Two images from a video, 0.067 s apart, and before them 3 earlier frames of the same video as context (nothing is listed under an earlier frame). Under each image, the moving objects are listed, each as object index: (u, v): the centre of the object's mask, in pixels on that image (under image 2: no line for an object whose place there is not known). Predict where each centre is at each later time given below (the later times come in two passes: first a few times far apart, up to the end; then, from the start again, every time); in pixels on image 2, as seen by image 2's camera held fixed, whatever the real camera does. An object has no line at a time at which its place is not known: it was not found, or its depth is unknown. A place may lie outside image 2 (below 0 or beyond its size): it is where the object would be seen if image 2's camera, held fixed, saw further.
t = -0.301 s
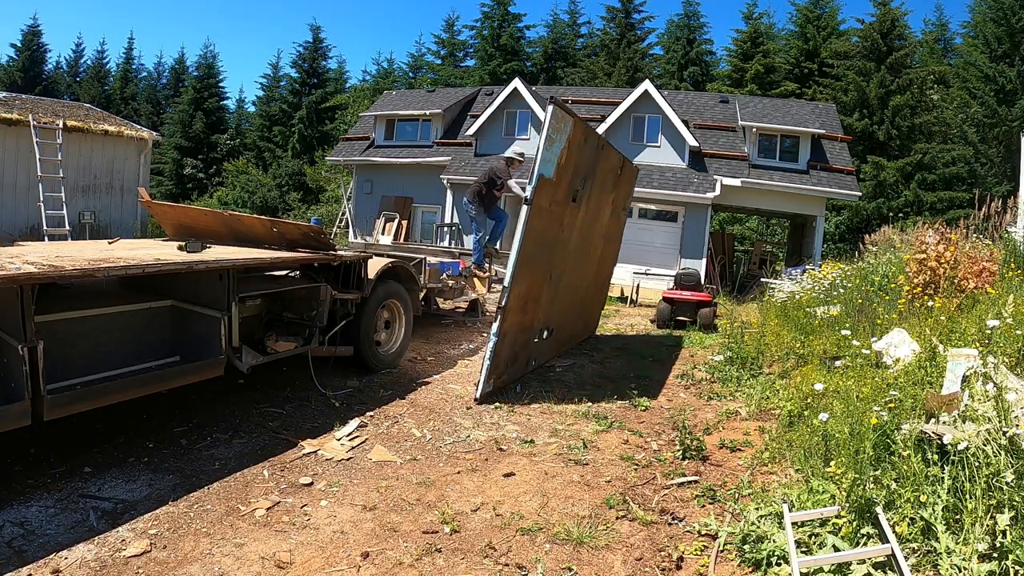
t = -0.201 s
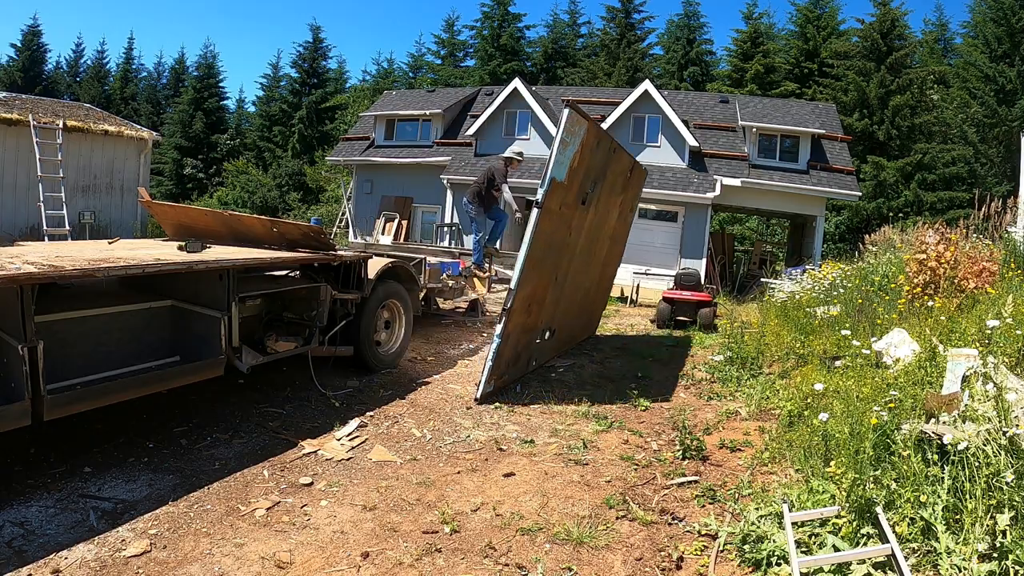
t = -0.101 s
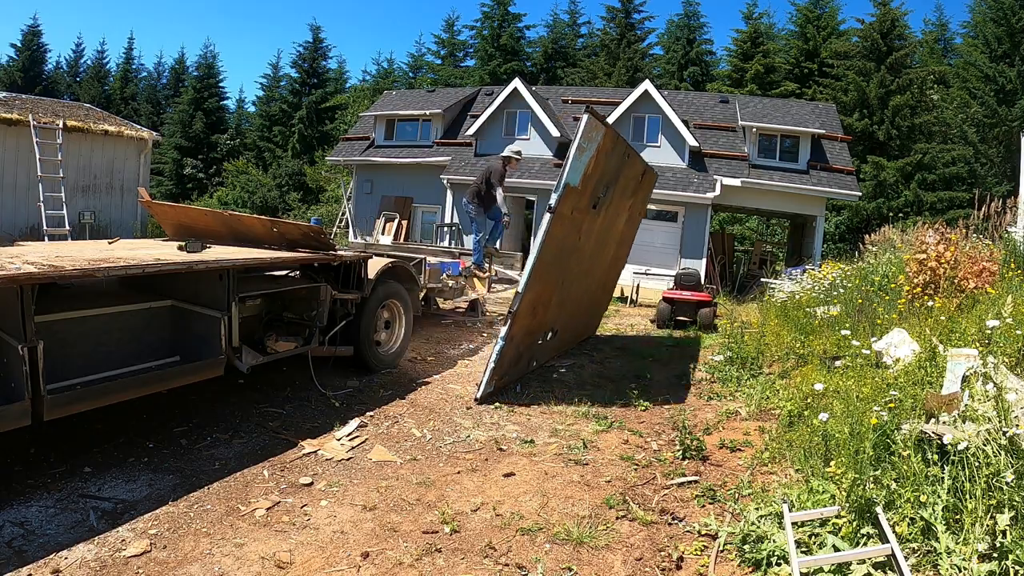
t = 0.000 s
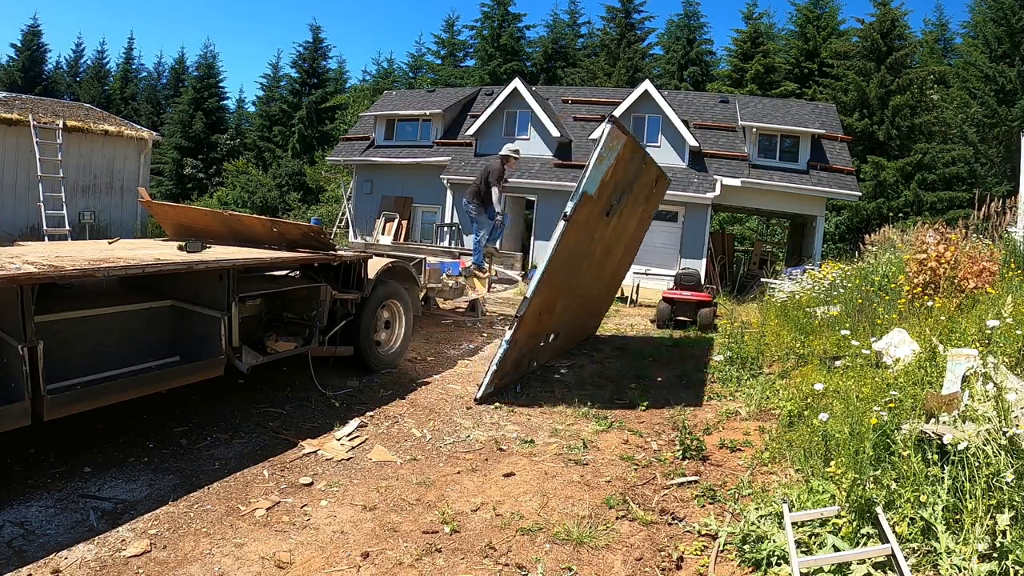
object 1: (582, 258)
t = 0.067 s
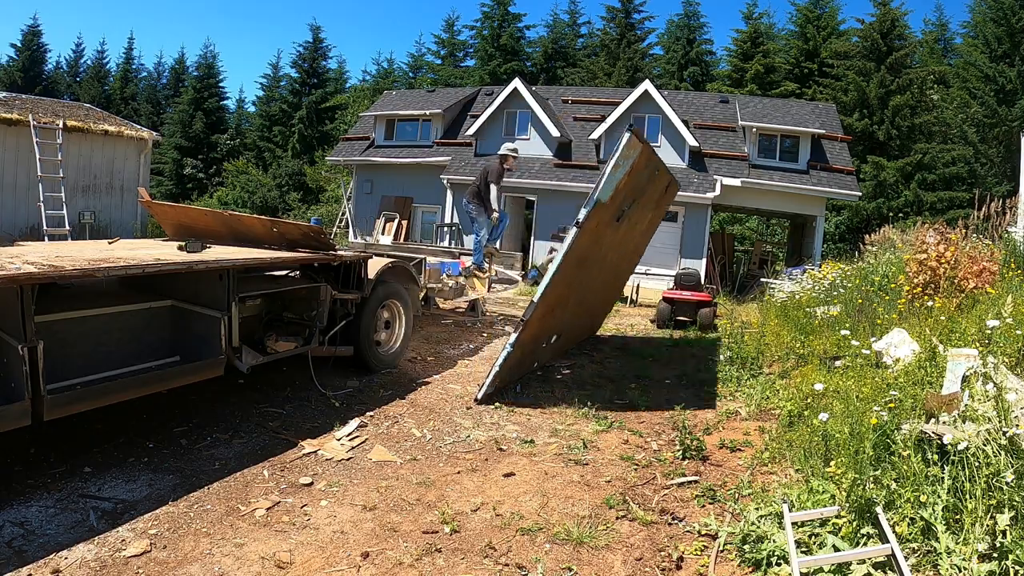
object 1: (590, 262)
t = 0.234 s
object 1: (611, 279)
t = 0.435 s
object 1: (633, 322)
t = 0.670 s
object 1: (659, 386)
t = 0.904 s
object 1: (659, 386)
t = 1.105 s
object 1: (659, 386)
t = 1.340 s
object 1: (660, 386)
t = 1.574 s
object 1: (660, 386)
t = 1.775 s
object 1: (660, 386)
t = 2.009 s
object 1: (660, 386)
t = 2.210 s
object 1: (660, 386)
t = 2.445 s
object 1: (660, 386)
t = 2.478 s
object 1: (660, 386)
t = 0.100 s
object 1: (594, 265)
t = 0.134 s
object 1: (598, 268)
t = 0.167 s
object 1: (603, 270)
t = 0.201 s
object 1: (606, 275)
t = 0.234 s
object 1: (611, 279)
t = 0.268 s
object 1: (616, 284)
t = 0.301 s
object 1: (618, 291)
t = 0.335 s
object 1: (618, 301)
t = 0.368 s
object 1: (615, 313)
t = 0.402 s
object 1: (615, 323)
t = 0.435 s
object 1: (633, 322)
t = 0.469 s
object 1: (642, 329)
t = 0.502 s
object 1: (648, 337)
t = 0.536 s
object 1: (652, 347)
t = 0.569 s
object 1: (656, 357)
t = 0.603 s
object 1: (659, 377)
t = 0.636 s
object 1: (660, 384)
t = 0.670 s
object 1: (659, 386)
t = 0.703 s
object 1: (660, 387)
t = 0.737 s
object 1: (659, 386)
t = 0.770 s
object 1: (660, 386)
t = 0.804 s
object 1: (660, 386)
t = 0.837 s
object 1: (660, 386)
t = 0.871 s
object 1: (660, 386)
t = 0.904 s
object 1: (659, 386)
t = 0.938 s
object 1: (660, 386)
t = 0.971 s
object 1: (660, 386)
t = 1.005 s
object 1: (660, 386)
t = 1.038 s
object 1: (660, 386)
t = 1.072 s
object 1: (660, 386)
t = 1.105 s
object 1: (659, 386)
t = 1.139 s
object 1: (659, 386)
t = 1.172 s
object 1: (660, 386)
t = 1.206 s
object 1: (660, 386)
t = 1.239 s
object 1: (659, 386)
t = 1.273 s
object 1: (659, 386)
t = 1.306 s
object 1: (659, 386)
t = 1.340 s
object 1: (660, 386)
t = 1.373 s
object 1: (660, 386)
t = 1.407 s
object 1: (660, 386)
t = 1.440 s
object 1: (659, 386)
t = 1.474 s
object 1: (659, 386)
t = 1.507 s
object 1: (660, 386)
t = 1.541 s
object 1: (659, 386)
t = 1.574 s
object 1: (660, 386)
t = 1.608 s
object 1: (659, 386)
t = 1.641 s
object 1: (659, 386)
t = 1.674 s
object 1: (659, 386)
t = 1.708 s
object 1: (660, 386)
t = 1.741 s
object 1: (660, 386)
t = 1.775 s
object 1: (660, 386)
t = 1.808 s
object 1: (660, 386)
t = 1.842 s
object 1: (660, 386)
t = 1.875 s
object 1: (660, 386)
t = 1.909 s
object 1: (660, 386)
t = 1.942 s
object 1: (660, 386)
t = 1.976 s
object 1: (660, 386)
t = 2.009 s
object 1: (660, 386)
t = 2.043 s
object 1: (660, 386)
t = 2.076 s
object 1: (660, 386)
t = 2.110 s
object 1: (660, 386)
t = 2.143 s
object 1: (660, 386)
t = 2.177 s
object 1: (660, 386)
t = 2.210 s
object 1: (660, 386)
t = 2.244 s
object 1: (660, 386)
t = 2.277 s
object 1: (660, 386)
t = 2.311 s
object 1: (660, 386)
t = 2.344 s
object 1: (660, 386)
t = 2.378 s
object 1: (660, 386)
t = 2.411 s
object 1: (660, 386)
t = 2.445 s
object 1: (660, 386)
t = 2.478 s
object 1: (660, 386)
